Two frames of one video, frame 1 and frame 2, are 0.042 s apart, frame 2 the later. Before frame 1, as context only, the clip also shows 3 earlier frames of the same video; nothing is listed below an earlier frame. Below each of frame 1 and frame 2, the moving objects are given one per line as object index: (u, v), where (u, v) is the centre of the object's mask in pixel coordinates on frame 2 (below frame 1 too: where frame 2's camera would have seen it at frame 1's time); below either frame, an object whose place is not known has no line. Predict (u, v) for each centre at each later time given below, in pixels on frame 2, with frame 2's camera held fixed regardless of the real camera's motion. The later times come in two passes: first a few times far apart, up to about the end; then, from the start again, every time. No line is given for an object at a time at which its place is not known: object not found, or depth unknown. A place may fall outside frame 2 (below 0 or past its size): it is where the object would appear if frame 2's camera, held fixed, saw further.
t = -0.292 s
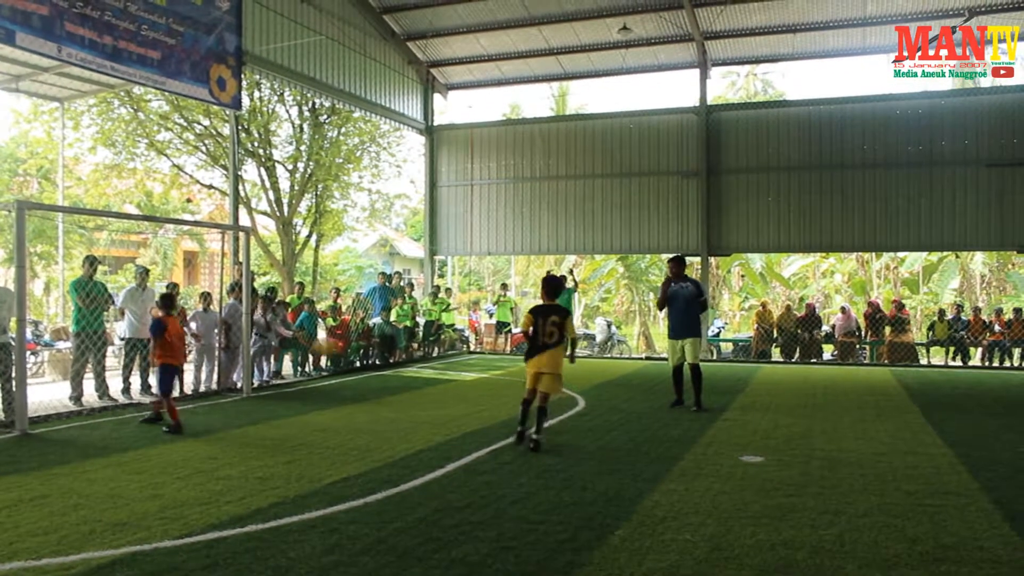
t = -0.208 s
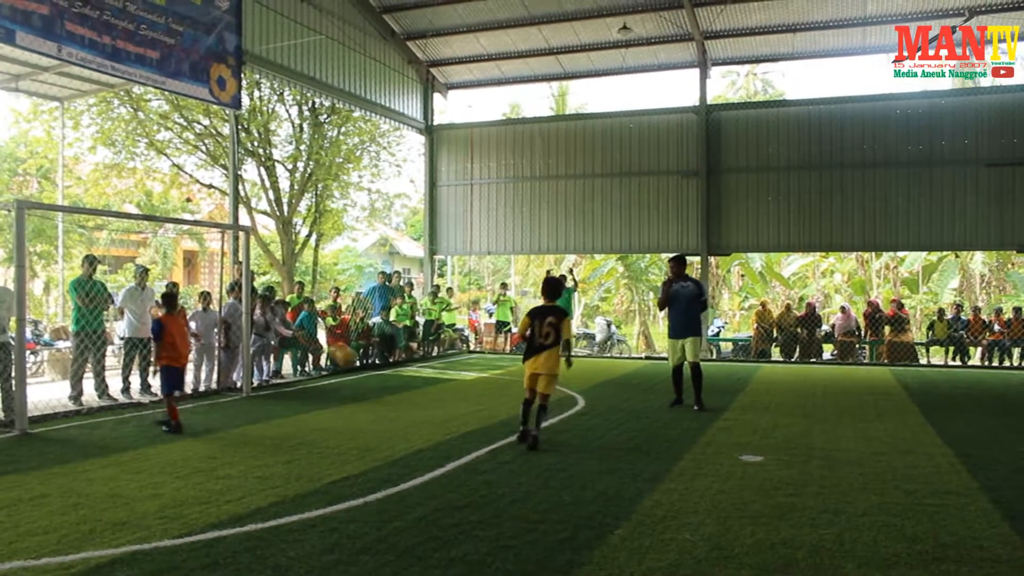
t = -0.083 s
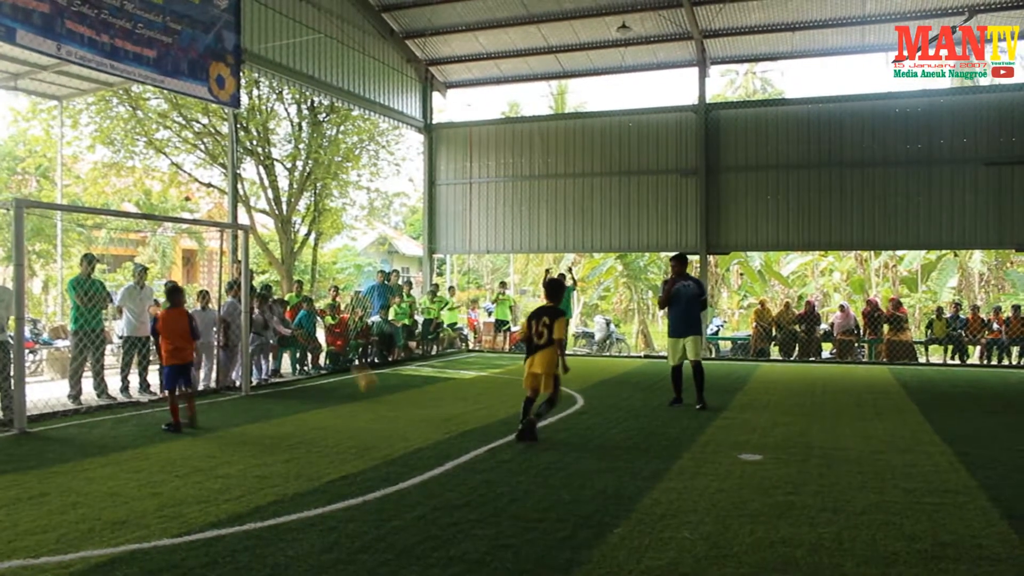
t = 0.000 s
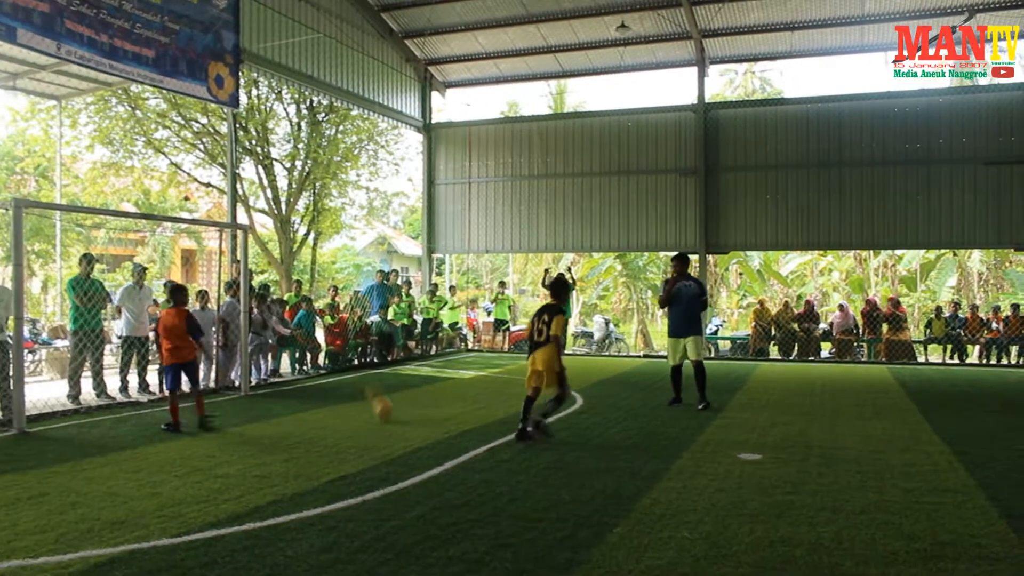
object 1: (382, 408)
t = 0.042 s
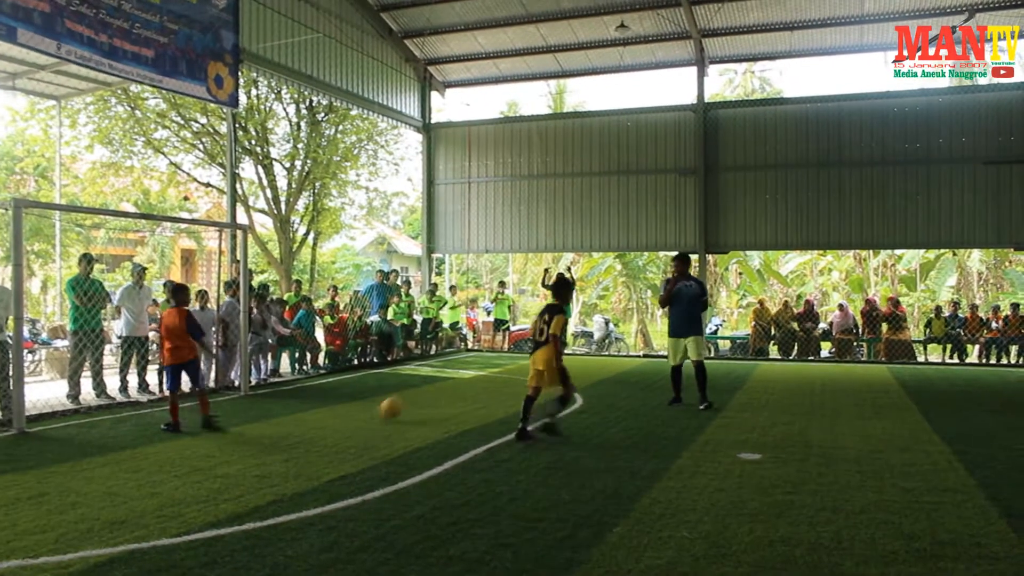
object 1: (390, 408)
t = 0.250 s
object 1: (430, 394)
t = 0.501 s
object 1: (479, 410)
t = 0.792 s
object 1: (537, 414)
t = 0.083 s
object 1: (398, 402)
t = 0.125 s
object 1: (407, 398)
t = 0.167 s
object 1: (414, 395)
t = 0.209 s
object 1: (422, 394)
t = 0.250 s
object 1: (430, 394)
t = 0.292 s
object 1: (438, 396)
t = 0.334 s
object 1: (446, 398)
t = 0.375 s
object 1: (454, 403)
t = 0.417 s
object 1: (463, 411)
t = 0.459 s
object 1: (471, 412)
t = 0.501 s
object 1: (479, 410)
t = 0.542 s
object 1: (487, 410)
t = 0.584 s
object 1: (496, 412)
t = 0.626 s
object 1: (504, 414)
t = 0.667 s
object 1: (513, 414)
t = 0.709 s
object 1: (521, 415)
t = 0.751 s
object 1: (530, 414)
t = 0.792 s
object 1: (537, 414)
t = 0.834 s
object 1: (546, 414)
